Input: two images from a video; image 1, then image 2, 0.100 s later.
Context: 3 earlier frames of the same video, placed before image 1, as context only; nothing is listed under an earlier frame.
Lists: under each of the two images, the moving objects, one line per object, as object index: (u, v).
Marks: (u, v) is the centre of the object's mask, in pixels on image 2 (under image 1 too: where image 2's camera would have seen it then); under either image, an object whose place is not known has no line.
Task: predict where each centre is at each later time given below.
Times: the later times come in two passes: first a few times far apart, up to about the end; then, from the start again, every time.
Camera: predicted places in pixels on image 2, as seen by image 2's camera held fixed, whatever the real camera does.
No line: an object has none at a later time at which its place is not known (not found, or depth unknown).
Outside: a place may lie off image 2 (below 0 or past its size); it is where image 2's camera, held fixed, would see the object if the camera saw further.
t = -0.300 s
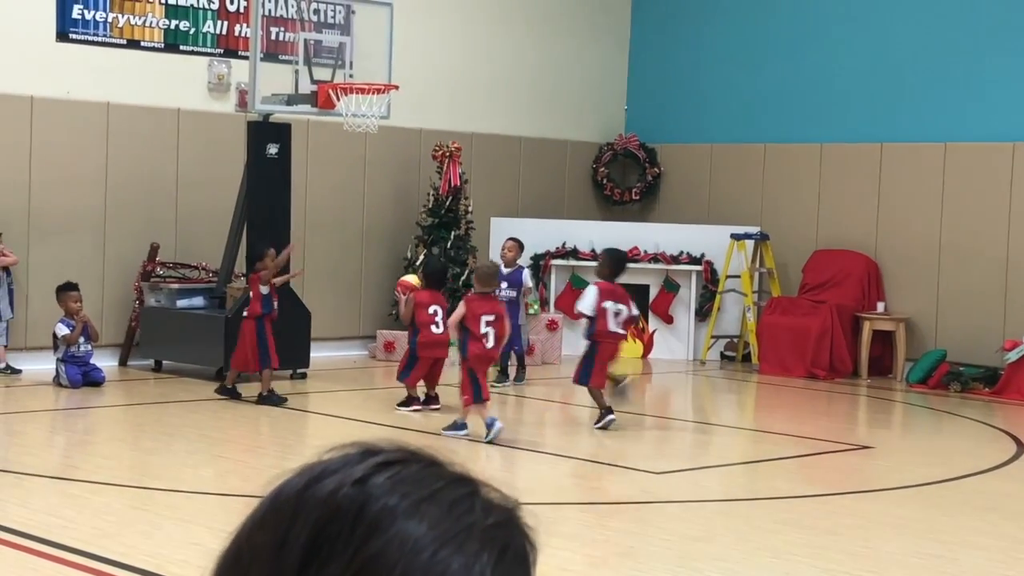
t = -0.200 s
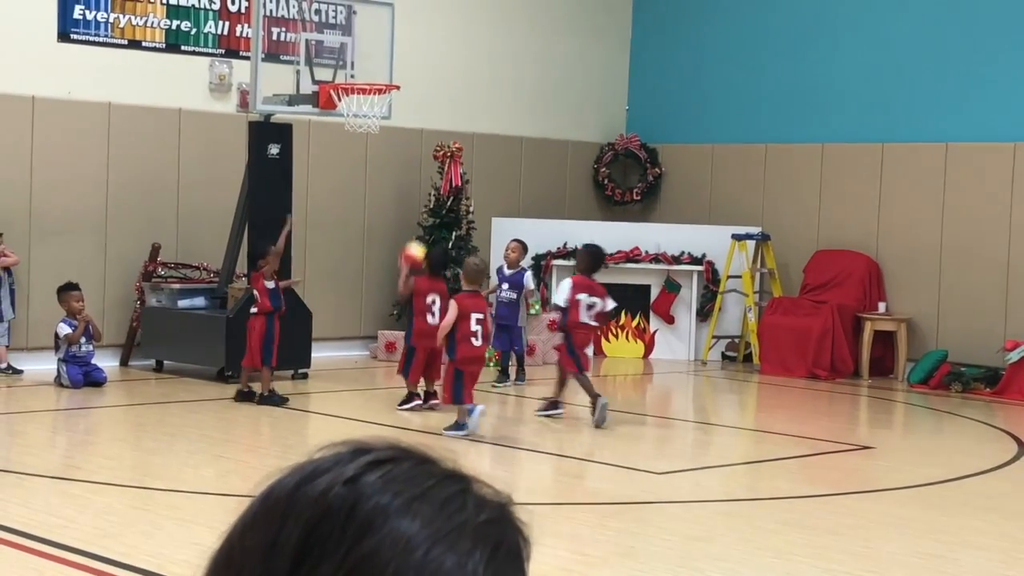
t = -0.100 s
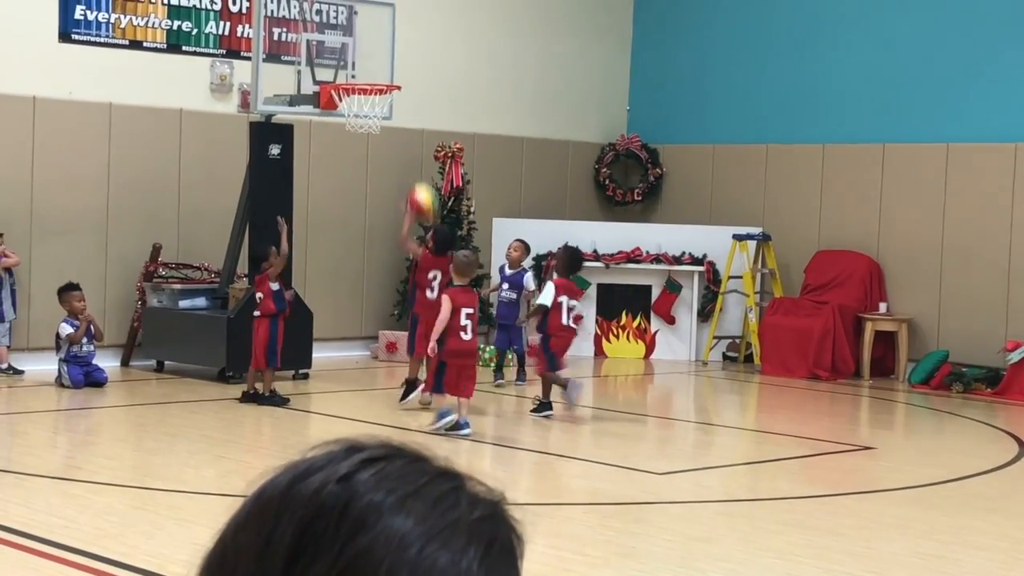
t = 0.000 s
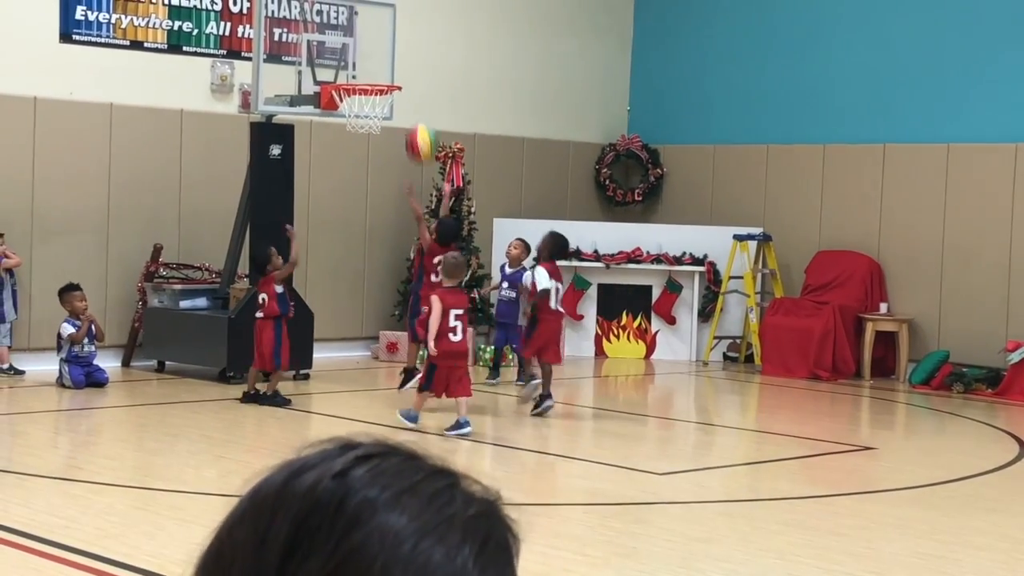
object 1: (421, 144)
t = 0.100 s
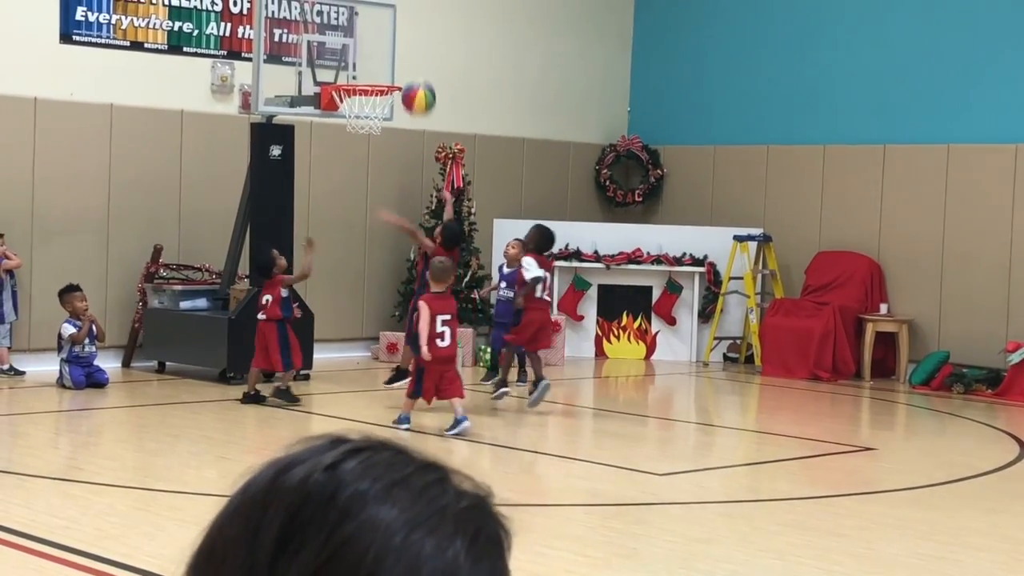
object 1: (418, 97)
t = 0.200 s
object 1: (414, 66)
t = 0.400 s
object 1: (405, 50)
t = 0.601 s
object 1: (394, 92)
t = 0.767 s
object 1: (382, 173)
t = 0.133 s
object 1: (417, 85)
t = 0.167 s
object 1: (416, 75)
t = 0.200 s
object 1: (414, 66)
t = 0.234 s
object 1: (413, 59)
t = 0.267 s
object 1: (411, 54)
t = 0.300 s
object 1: (410, 50)
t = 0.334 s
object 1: (408, 48)
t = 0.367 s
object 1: (406, 48)
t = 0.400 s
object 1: (405, 50)
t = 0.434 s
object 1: (403, 53)
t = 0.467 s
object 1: (402, 58)
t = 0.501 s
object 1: (399, 64)
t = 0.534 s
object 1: (398, 71)
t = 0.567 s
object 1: (396, 81)
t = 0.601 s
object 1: (394, 92)
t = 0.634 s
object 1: (391, 105)
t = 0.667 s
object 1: (389, 120)
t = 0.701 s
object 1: (387, 136)
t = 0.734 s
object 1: (385, 153)
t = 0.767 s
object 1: (382, 173)
